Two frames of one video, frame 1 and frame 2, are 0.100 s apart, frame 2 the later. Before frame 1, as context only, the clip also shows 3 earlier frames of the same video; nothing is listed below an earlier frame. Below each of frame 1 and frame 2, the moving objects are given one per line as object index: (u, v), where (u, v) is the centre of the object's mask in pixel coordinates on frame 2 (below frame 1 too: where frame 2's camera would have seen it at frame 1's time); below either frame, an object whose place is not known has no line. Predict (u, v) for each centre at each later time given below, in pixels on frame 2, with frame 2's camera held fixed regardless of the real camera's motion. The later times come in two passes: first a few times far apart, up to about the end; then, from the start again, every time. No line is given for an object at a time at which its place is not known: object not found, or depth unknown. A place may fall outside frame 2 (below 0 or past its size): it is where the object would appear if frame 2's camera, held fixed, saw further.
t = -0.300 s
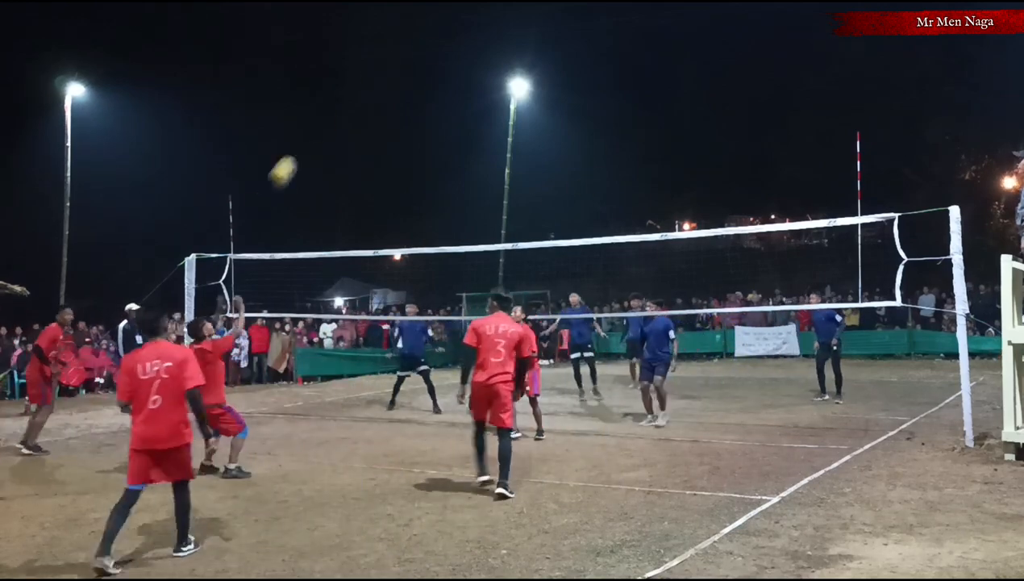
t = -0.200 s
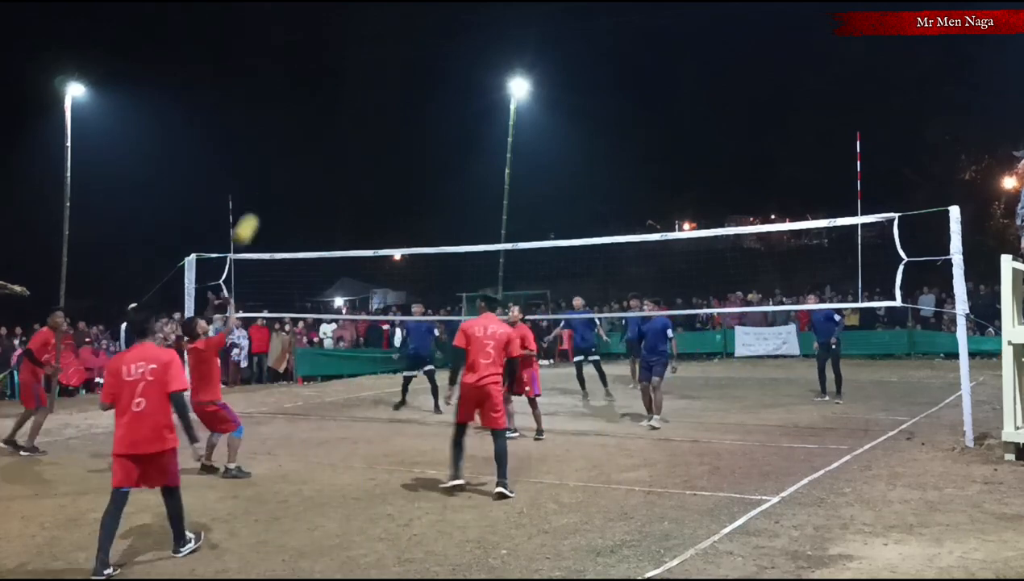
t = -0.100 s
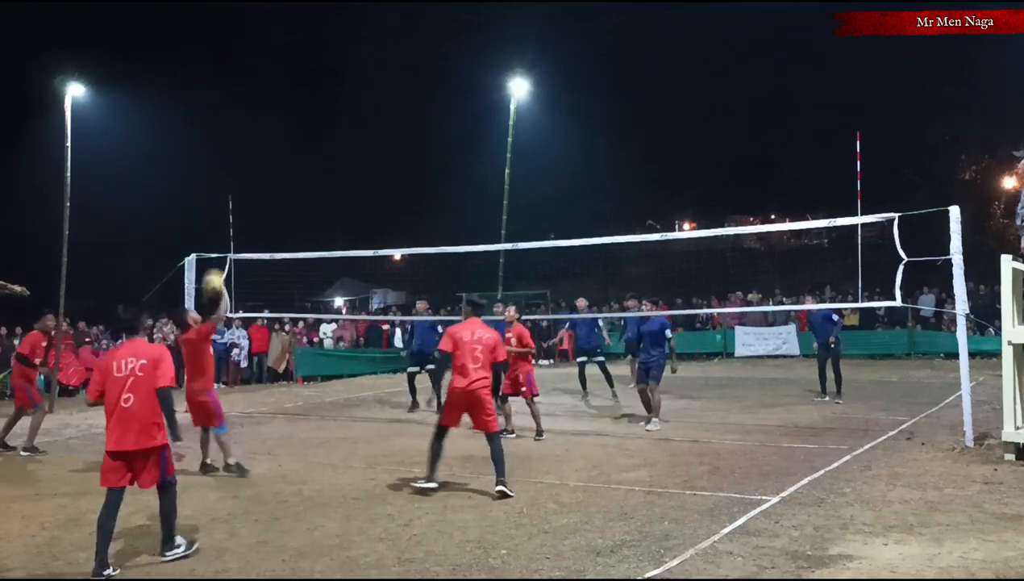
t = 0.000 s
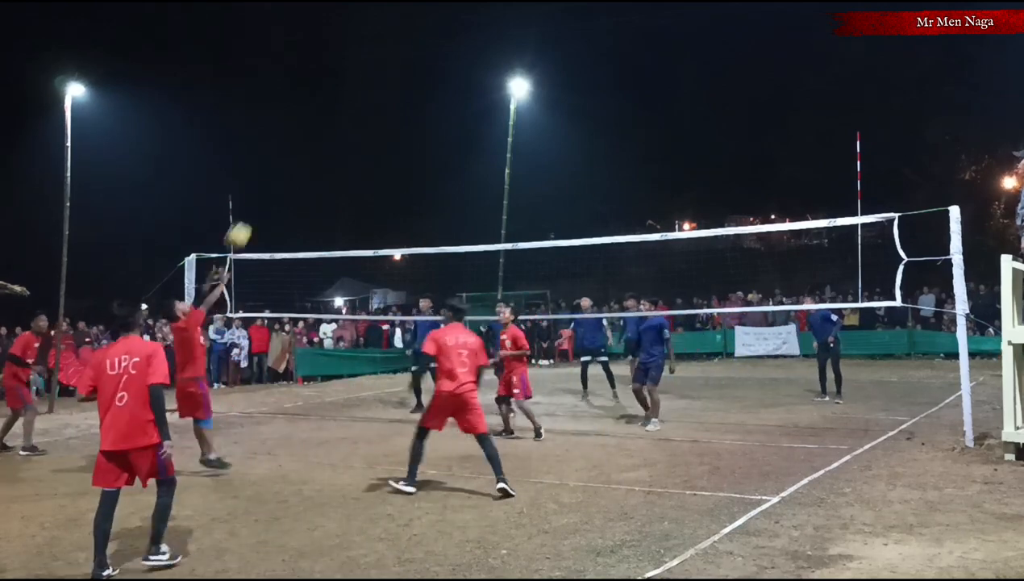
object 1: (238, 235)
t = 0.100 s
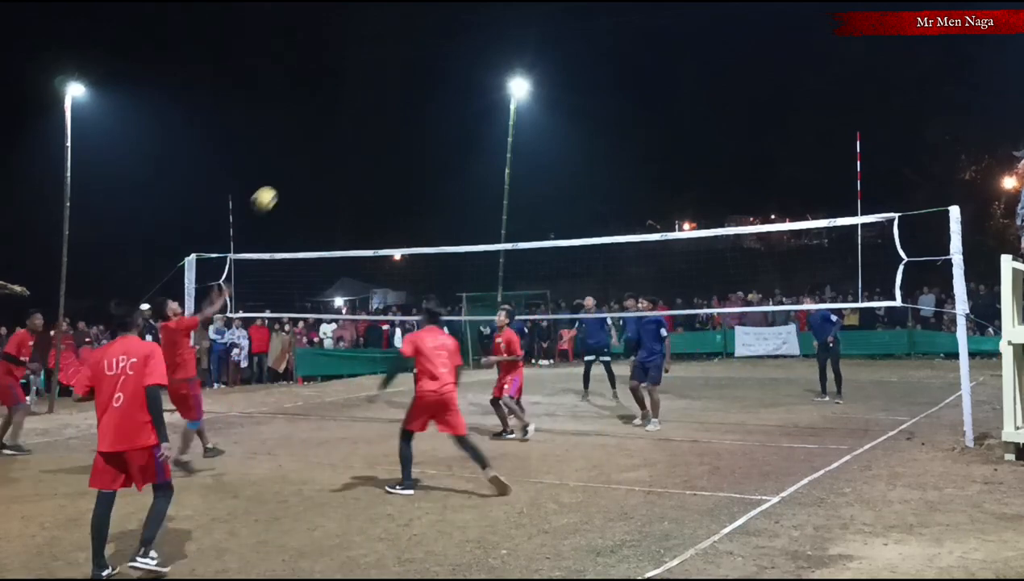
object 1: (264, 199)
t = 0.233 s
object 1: (297, 168)
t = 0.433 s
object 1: (343, 156)
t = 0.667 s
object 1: (393, 187)
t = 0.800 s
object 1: (419, 225)
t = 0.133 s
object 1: (272, 190)
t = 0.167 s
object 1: (281, 181)
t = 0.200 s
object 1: (289, 174)
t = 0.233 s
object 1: (297, 168)
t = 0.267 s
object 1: (306, 163)
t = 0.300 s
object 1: (313, 160)
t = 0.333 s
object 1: (321, 157)
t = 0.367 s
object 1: (329, 156)
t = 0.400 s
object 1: (337, 155)
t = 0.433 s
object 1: (343, 156)
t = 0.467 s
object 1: (350, 157)
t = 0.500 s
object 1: (358, 160)
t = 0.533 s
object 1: (365, 163)
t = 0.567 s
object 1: (372, 168)
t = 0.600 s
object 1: (379, 173)
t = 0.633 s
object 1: (386, 179)
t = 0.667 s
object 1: (393, 187)
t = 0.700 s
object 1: (400, 196)
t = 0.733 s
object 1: (407, 204)
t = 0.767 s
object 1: (413, 215)
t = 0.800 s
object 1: (419, 225)
